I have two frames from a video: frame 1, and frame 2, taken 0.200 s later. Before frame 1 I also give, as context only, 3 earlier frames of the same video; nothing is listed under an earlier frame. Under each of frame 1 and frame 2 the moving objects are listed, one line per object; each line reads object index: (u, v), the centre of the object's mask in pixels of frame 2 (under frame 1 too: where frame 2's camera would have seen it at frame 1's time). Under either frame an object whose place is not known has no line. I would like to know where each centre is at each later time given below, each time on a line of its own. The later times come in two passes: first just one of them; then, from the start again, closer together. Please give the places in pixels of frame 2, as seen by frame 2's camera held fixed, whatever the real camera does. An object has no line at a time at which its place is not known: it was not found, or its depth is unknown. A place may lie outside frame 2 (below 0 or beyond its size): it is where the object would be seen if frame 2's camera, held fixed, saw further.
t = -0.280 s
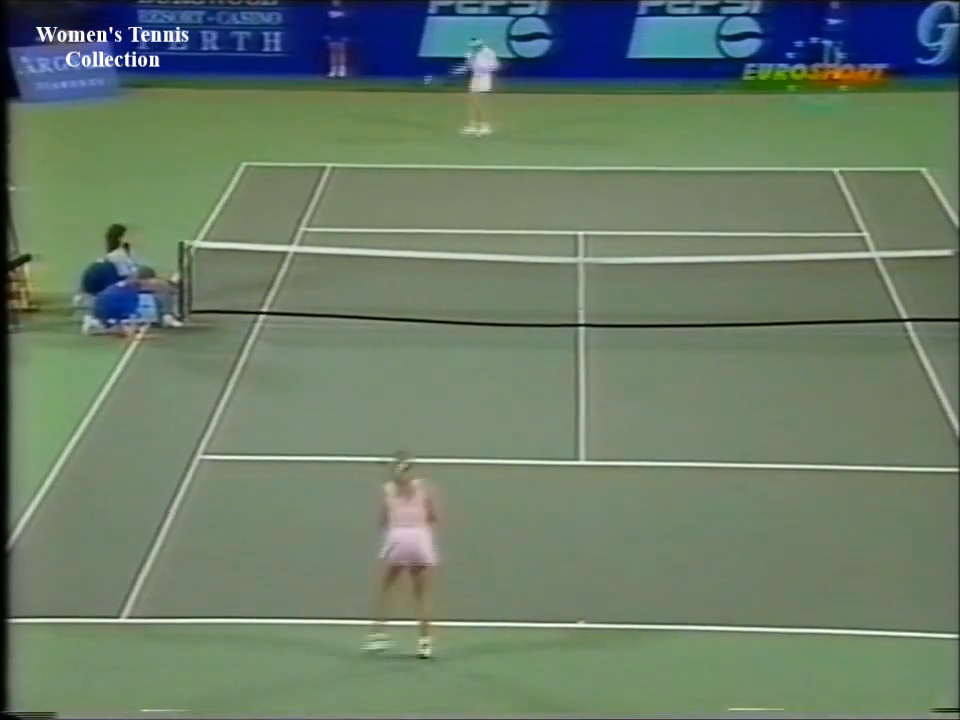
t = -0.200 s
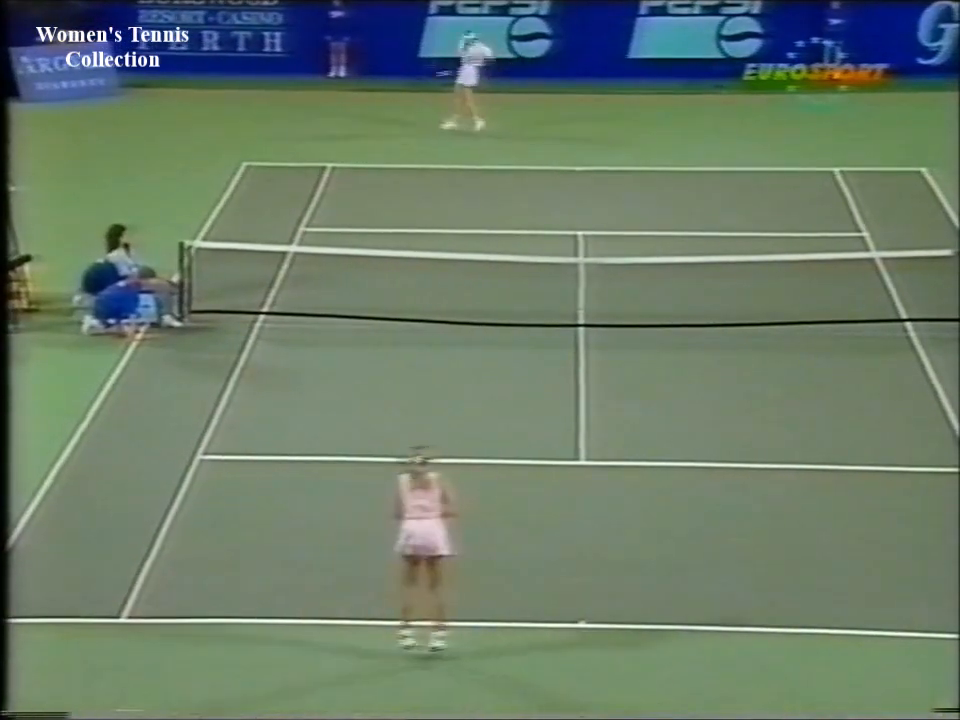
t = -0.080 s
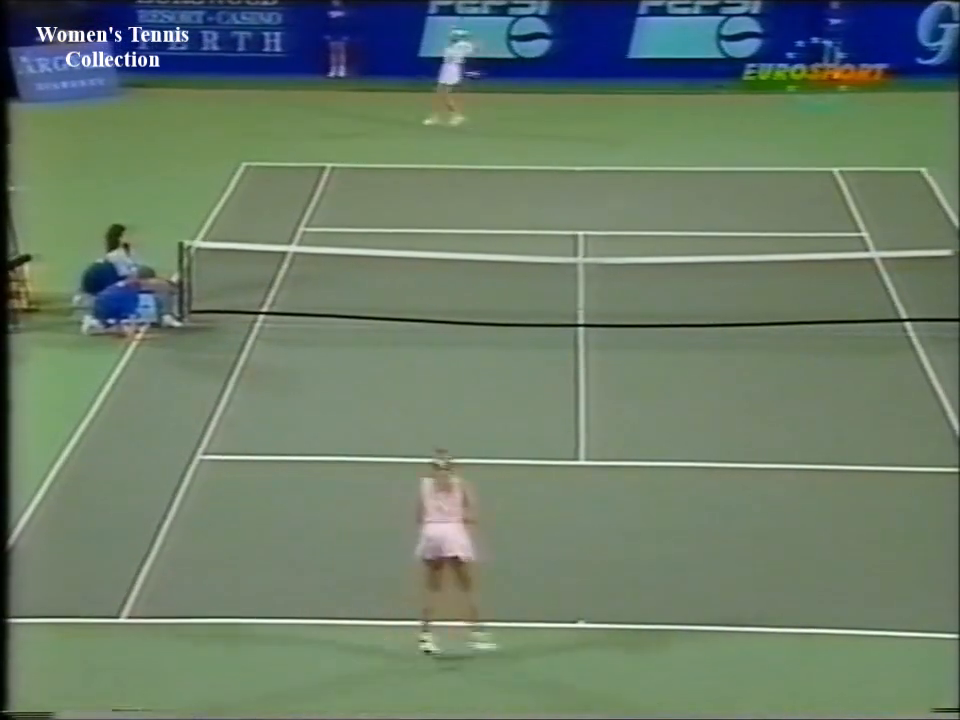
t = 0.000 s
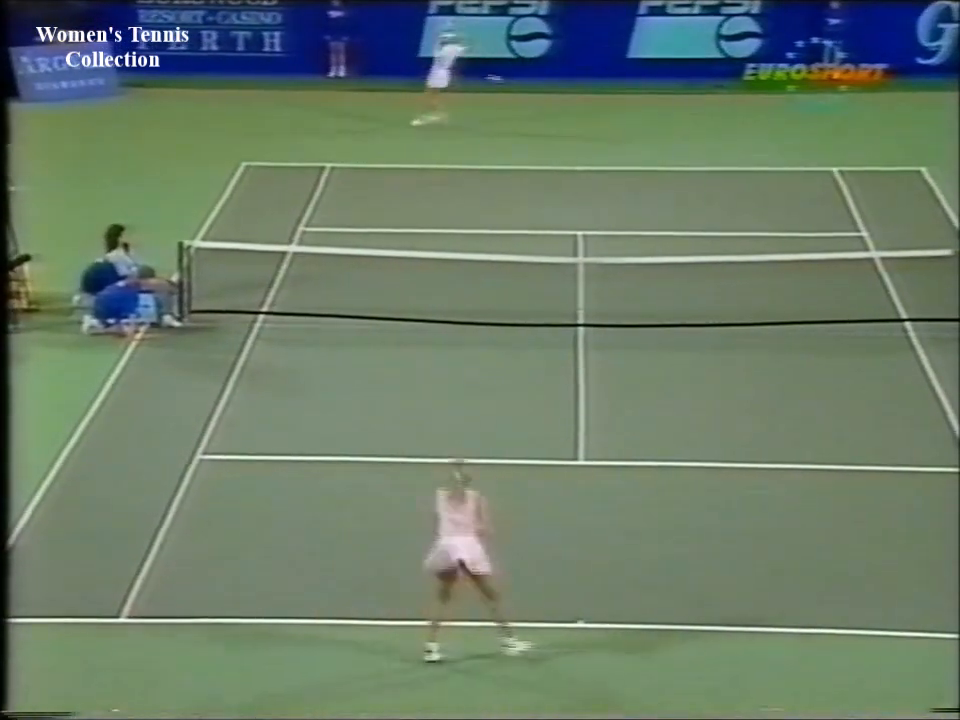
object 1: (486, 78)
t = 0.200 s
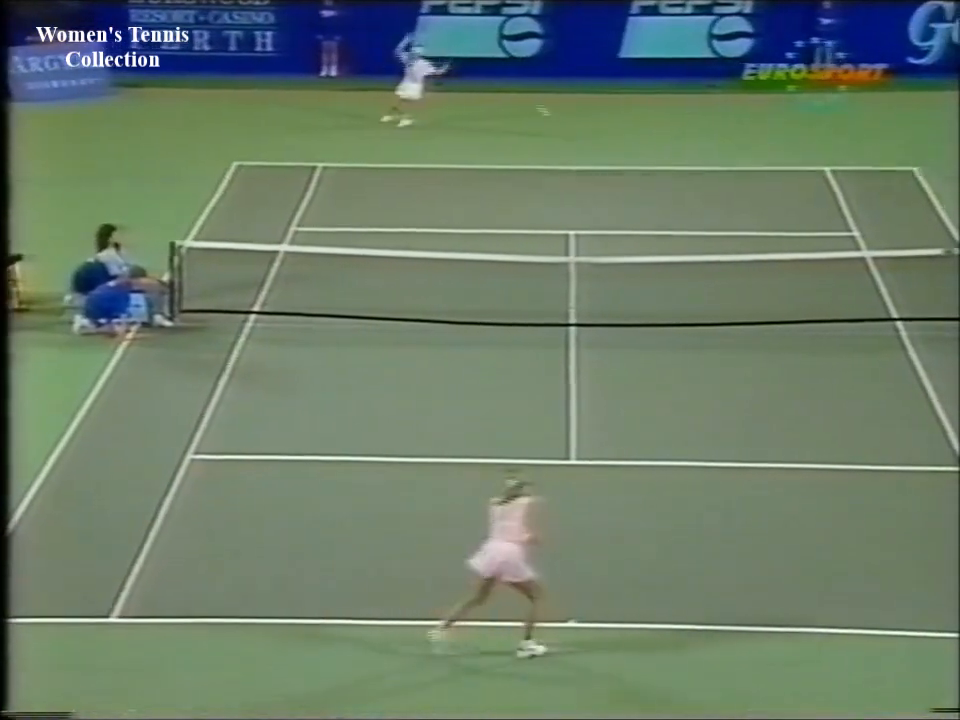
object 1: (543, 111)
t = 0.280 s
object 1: (568, 134)
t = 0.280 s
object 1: (568, 134)
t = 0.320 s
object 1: (581, 147)
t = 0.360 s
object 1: (592, 159)
